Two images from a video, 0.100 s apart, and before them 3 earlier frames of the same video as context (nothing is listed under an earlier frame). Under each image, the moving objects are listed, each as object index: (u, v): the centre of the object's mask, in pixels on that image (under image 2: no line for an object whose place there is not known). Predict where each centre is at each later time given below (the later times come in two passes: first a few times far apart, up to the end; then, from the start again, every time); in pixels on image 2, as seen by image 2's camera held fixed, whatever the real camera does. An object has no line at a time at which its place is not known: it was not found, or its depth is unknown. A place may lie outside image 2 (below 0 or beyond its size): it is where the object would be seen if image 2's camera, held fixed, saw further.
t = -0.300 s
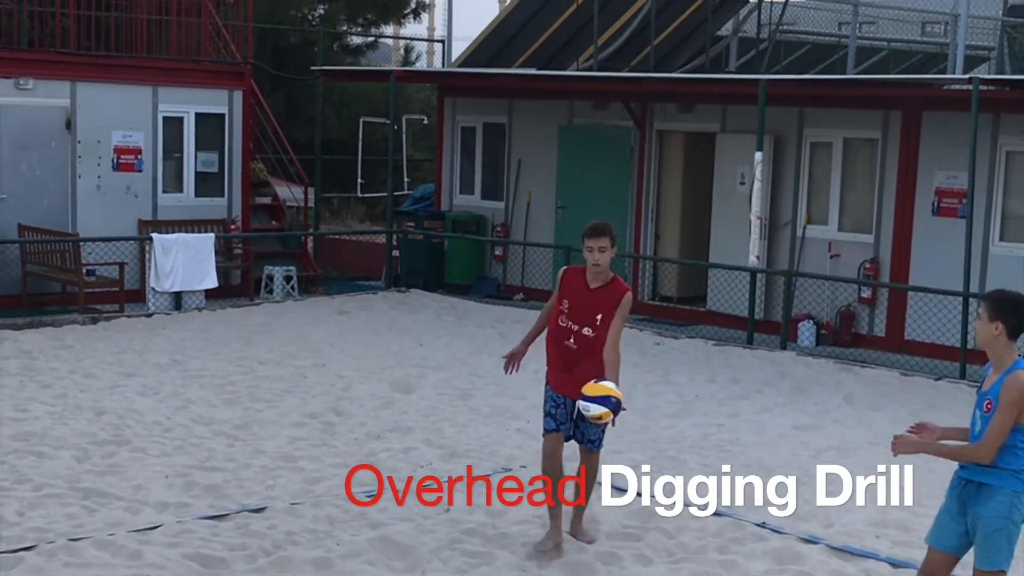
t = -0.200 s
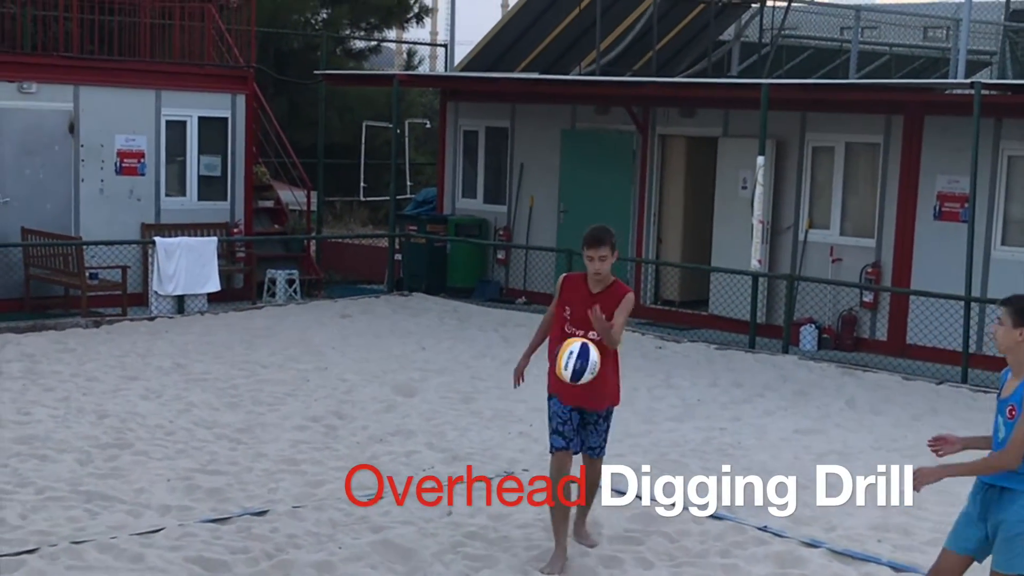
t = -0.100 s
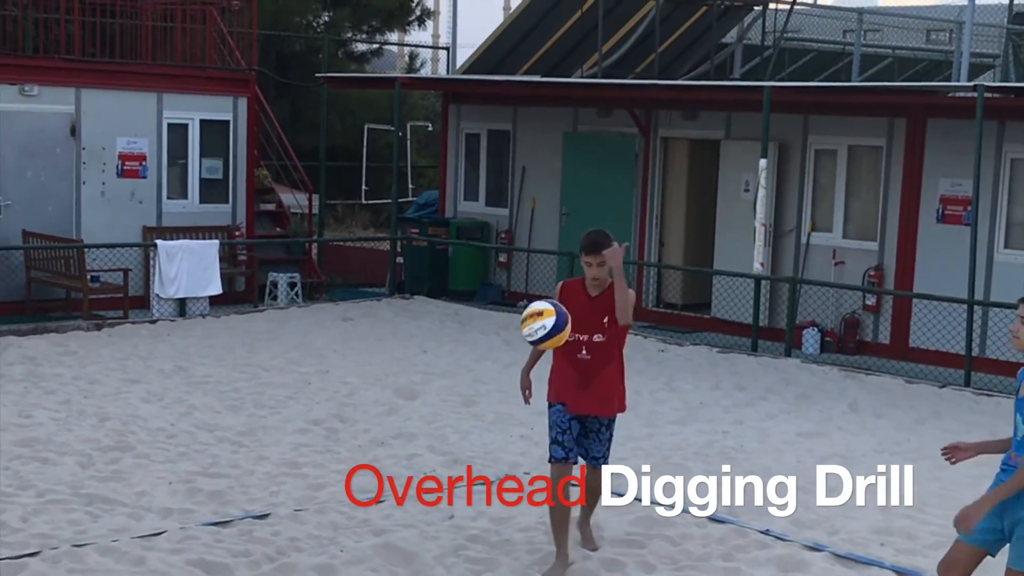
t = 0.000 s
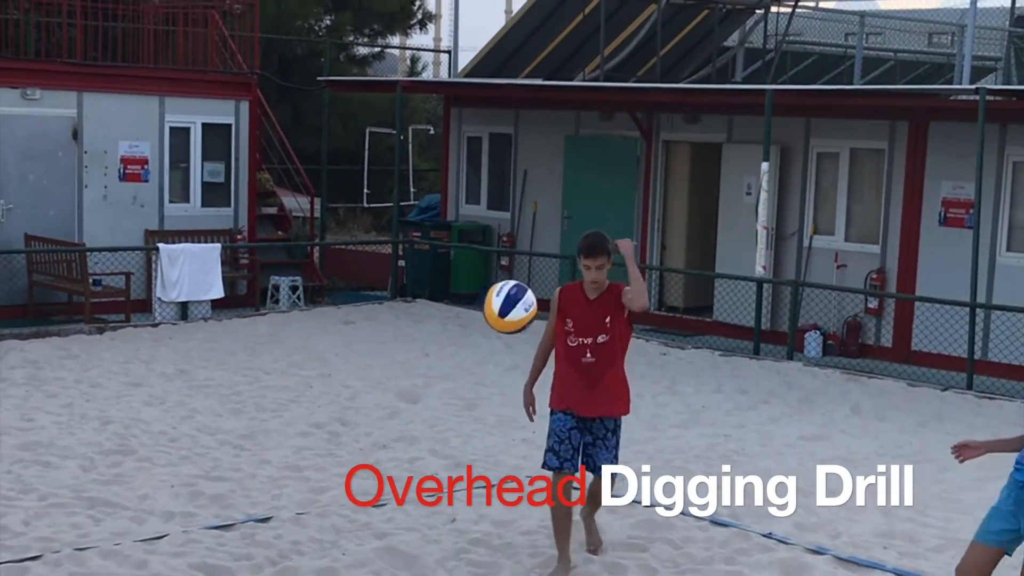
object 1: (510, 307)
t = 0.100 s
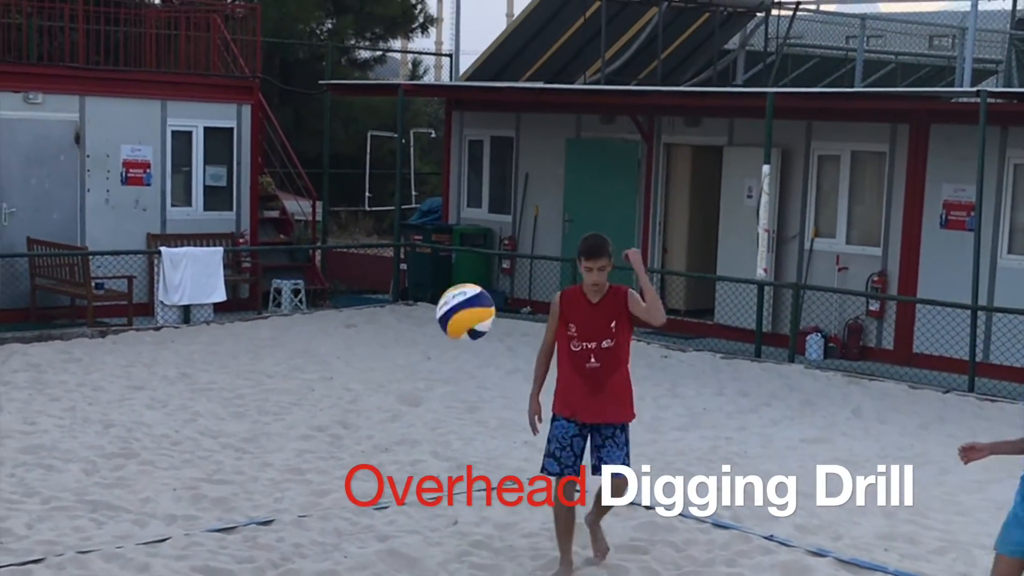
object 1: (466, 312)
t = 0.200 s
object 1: (413, 348)
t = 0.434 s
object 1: (254, 563)
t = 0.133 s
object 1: (449, 321)
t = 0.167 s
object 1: (431, 333)
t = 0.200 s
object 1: (413, 348)
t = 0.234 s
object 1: (393, 367)
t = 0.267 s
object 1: (374, 389)
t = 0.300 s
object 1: (351, 417)
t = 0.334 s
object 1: (327, 450)
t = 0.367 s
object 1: (303, 490)
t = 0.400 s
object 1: (278, 536)
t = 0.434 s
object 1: (254, 563)
